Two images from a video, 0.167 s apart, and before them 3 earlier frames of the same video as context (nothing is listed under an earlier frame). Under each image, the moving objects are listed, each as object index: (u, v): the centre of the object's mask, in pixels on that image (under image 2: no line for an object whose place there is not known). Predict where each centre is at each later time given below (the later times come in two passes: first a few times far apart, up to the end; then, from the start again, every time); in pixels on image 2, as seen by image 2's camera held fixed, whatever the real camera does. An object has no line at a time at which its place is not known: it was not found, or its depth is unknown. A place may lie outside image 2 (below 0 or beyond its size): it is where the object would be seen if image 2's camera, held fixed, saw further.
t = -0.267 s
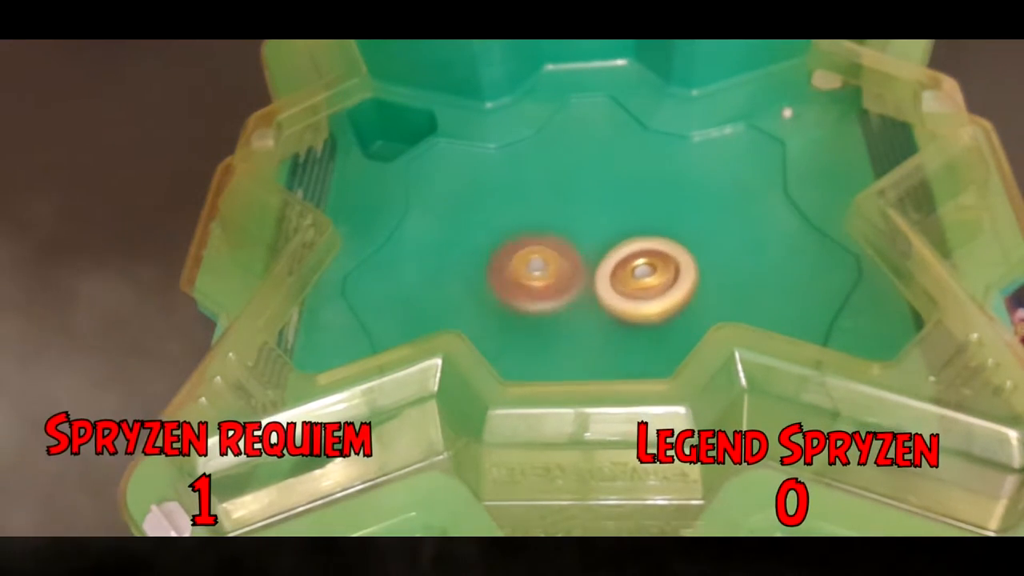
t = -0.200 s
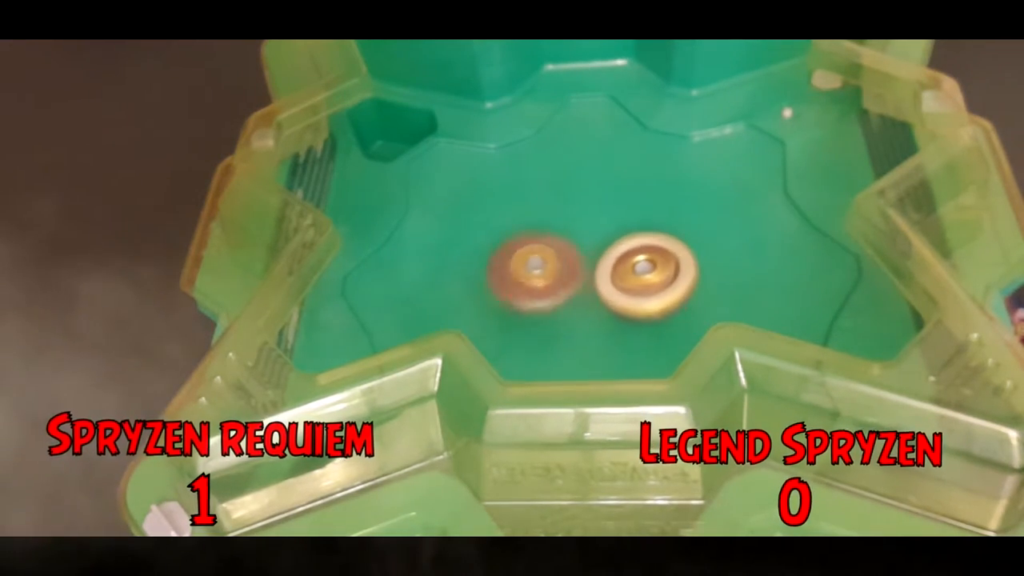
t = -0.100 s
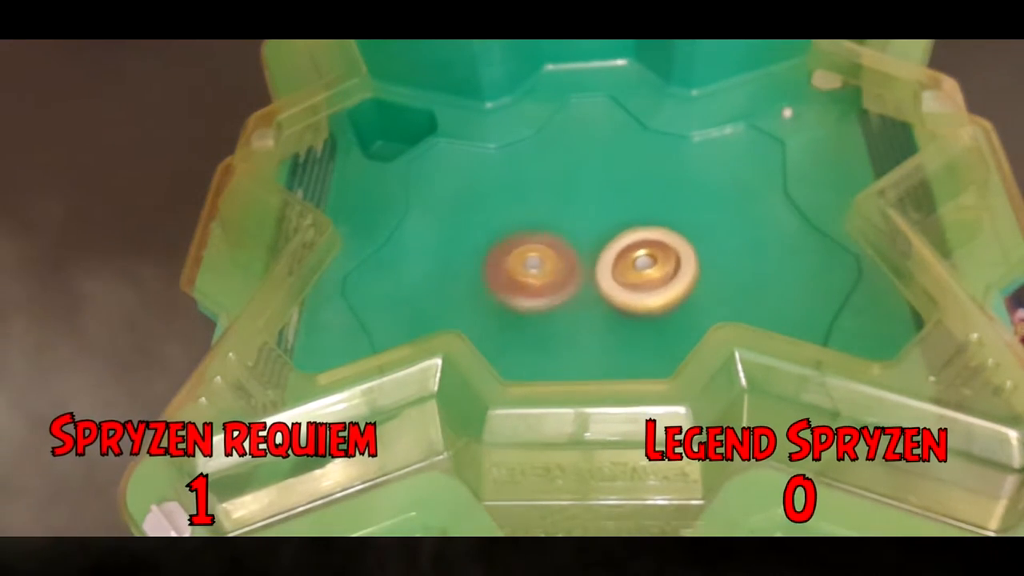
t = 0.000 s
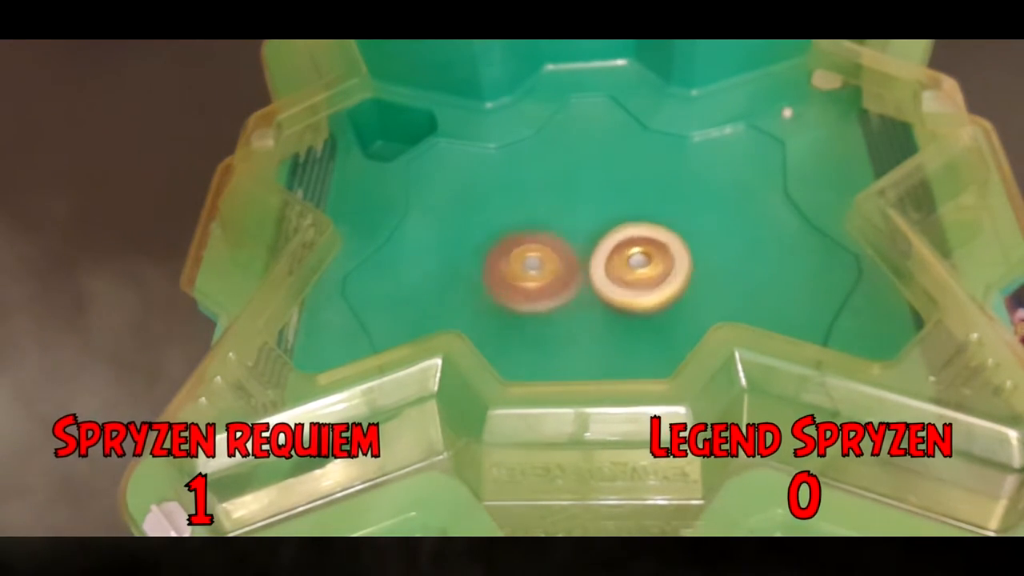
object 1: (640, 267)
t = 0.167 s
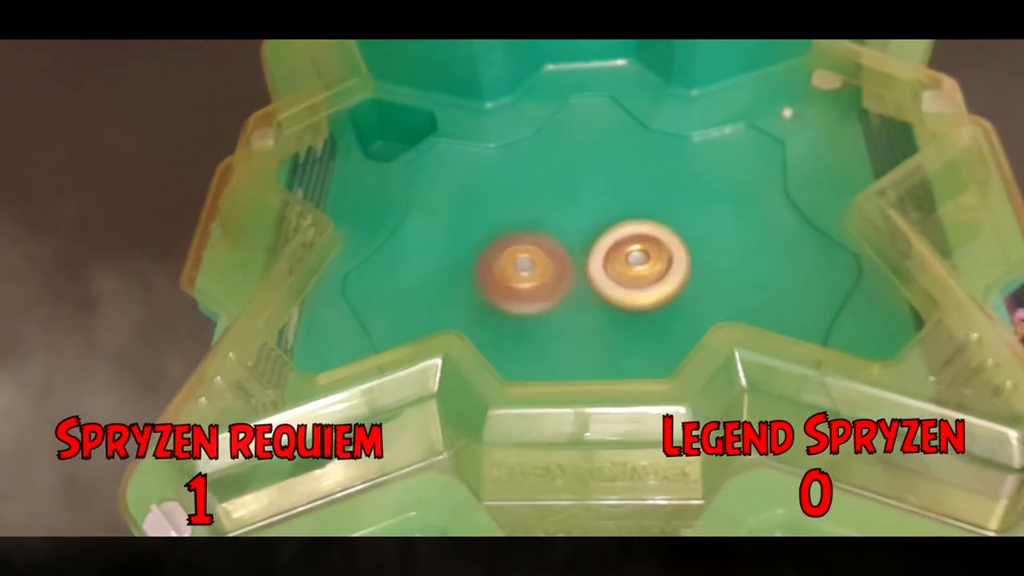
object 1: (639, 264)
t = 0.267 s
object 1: (637, 262)
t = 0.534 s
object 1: (648, 261)
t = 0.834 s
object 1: (648, 262)
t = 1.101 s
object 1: (649, 263)
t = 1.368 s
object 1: (644, 262)
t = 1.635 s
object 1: (636, 263)
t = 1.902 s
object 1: (643, 263)
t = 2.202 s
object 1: (641, 263)
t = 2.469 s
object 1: (649, 253)
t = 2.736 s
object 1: (648, 243)
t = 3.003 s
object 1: (645, 260)
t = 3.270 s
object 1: (669, 267)
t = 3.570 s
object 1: (638, 271)
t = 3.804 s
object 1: (632, 306)
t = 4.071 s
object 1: (628, 307)
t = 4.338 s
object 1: (624, 278)
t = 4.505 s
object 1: (629, 271)
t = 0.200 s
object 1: (636, 264)
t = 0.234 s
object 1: (635, 264)
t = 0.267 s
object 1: (637, 262)
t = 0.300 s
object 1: (634, 263)
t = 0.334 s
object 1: (635, 264)
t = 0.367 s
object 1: (640, 262)
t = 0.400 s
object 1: (646, 261)
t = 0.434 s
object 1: (645, 261)
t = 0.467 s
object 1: (646, 262)
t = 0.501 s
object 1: (648, 261)
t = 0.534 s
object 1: (648, 261)
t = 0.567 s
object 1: (647, 260)
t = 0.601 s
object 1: (644, 261)
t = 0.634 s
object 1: (644, 262)
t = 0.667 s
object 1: (643, 262)
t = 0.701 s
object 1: (647, 260)
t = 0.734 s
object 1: (647, 259)
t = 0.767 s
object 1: (647, 260)
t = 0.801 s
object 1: (648, 261)
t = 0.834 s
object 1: (648, 262)
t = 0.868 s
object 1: (648, 262)
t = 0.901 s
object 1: (646, 263)
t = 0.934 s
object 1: (648, 262)
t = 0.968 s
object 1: (647, 262)
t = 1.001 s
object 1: (650, 261)
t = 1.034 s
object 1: (650, 261)
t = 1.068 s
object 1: (648, 262)
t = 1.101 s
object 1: (649, 263)
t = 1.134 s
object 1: (649, 262)
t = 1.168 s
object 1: (648, 262)
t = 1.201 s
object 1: (645, 262)
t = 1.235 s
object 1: (646, 262)
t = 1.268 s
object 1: (647, 260)
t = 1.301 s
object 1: (644, 260)
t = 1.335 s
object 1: (642, 263)
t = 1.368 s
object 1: (644, 262)
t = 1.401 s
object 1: (648, 260)
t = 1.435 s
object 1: (645, 258)
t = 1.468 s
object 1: (641, 260)
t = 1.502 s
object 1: (640, 261)
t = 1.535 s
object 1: (641, 261)
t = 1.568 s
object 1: (641, 260)
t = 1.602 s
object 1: (637, 261)
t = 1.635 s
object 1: (636, 263)
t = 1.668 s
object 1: (642, 260)
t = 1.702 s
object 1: (643, 260)
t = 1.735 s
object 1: (642, 261)
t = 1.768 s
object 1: (642, 263)
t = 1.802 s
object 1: (643, 263)
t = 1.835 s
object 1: (643, 262)
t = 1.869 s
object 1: (642, 262)
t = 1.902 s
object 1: (643, 263)
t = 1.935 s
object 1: (643, 262)
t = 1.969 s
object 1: (641, 262)
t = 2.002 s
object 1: (644, 262)
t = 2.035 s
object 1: (645, 261)
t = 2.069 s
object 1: (643, 261)
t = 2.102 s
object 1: (641, 261)
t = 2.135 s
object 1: (642, 263)
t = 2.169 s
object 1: (641, 264)
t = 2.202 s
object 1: (641, 263)
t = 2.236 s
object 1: (639, 263)
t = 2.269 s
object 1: (638, 265)
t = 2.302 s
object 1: (638, 263)
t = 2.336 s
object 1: (635, 263)
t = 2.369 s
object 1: (638, 263)
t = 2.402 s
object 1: (647, 257)
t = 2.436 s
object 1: (650, 254)
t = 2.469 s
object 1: (649, 253)
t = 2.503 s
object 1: (648, 252)
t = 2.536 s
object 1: (648, 251)
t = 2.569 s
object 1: (648, 252)
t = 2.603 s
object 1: (647, 251)
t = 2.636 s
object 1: (644, 252)
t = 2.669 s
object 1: (642, 254)
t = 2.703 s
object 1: (646, 249)
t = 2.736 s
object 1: (648, 243)
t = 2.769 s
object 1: (645, 240)
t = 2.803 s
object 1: (643, 241)
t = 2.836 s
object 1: (639, 244)
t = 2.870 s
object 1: (637, 249)
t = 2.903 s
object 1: (642, 255)
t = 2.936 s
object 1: (644, 257)
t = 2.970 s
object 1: (646, 258)
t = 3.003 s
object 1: (645, 260)
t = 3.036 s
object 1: (644, 260)
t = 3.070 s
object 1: (644, 263)
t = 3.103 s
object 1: (642, 264)
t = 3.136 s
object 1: (646, 266)
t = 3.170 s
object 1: (651, 266)
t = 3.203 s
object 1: (661, 270)
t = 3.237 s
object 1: (664, 268)
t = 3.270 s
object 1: (669, 267)
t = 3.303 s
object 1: (667, 265)
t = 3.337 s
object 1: (666, 263)
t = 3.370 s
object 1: (663, 264)
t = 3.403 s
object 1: (664, 263)
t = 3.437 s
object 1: (661, 264)
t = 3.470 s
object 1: (658, 266)
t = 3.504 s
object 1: (653, 267)
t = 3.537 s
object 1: (646, 267)
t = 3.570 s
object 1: (638, 271)
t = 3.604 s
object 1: (633, 276)
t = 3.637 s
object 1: (629, 281)
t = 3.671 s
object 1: (629, 286)
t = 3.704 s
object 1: (625, 290)
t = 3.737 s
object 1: (628, 298)
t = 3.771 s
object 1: (628, 301)
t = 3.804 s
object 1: (632, 306)
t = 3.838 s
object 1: (636, 310)
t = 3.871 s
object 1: (636, 313)
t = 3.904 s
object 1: (640, 312)
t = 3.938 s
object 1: (638, 310)
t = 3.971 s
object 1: (638, 309)
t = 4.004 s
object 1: (635, 307)
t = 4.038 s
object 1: (630, 308)
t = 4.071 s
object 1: (628, 307)
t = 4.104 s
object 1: (626, 303)
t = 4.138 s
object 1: (629, 301)
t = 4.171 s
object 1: (632, 295)
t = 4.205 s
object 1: (629, 289)
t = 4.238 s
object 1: (628, 288)
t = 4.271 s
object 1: (630, 282)
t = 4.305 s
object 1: (625, 277)
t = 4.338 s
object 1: (624, 278)
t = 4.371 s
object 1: (627, 278)
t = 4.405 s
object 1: (630, 276)
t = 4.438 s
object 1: (631, 274)
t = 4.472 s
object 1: (630, 272)
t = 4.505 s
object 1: (629, 271)
